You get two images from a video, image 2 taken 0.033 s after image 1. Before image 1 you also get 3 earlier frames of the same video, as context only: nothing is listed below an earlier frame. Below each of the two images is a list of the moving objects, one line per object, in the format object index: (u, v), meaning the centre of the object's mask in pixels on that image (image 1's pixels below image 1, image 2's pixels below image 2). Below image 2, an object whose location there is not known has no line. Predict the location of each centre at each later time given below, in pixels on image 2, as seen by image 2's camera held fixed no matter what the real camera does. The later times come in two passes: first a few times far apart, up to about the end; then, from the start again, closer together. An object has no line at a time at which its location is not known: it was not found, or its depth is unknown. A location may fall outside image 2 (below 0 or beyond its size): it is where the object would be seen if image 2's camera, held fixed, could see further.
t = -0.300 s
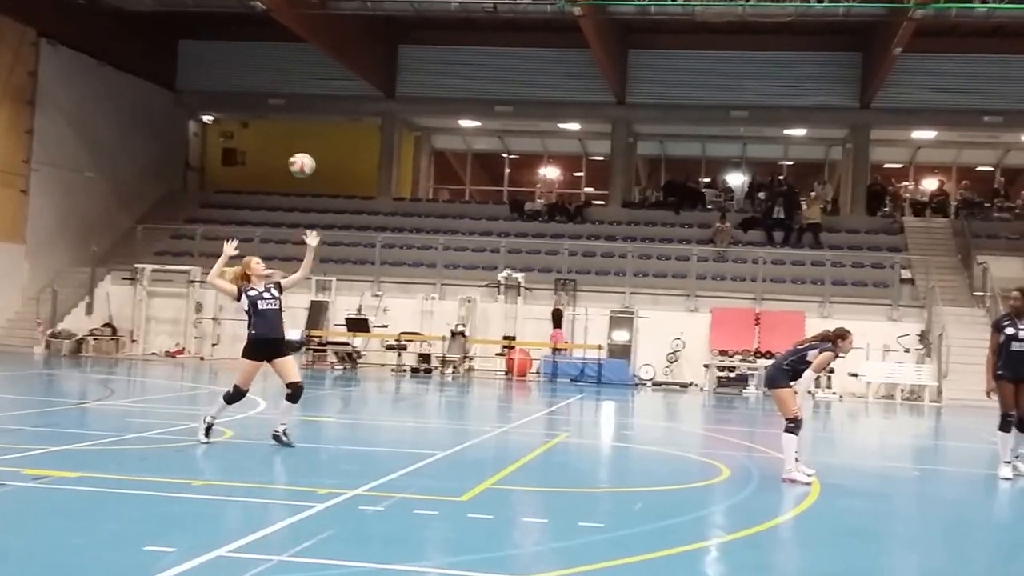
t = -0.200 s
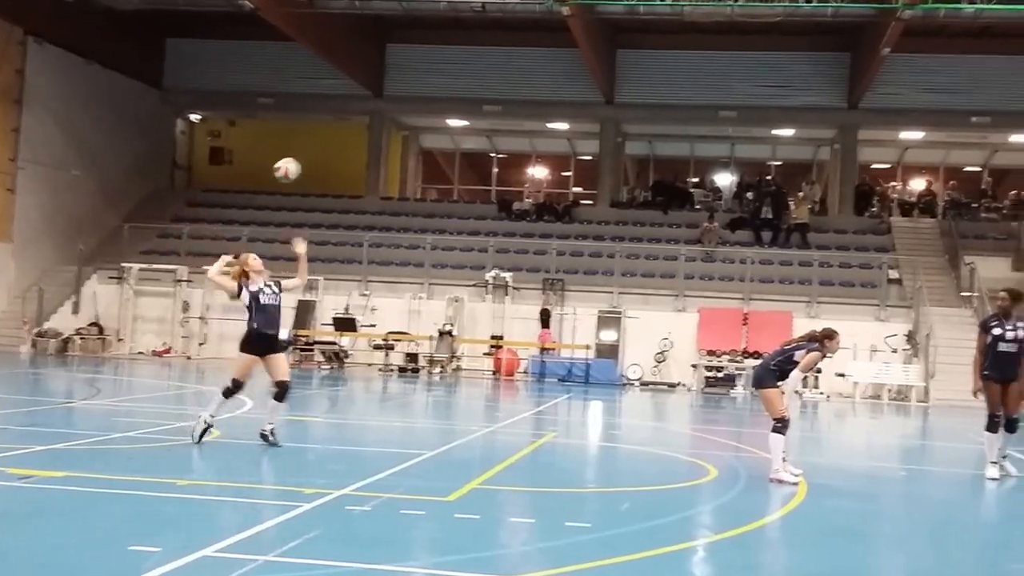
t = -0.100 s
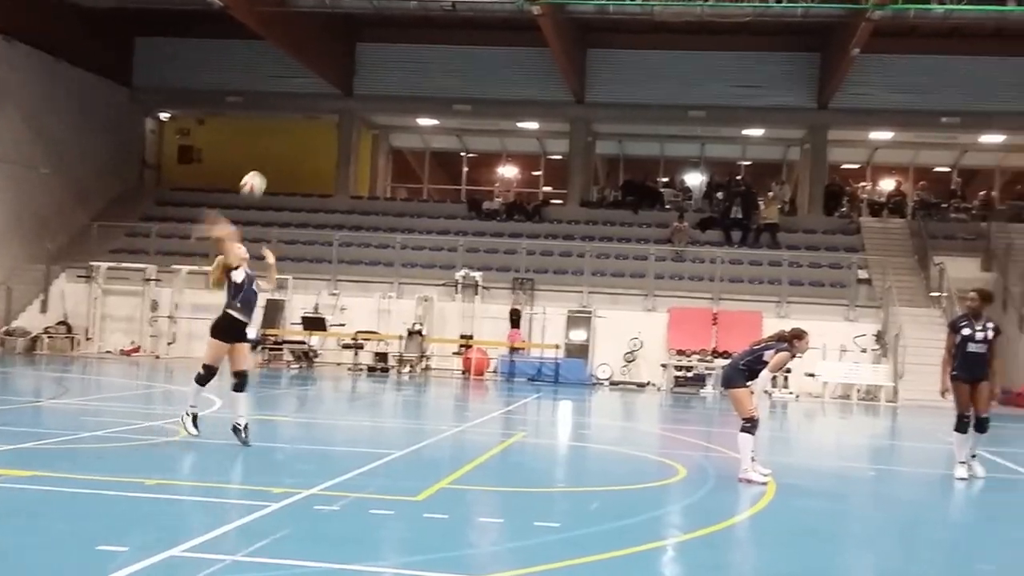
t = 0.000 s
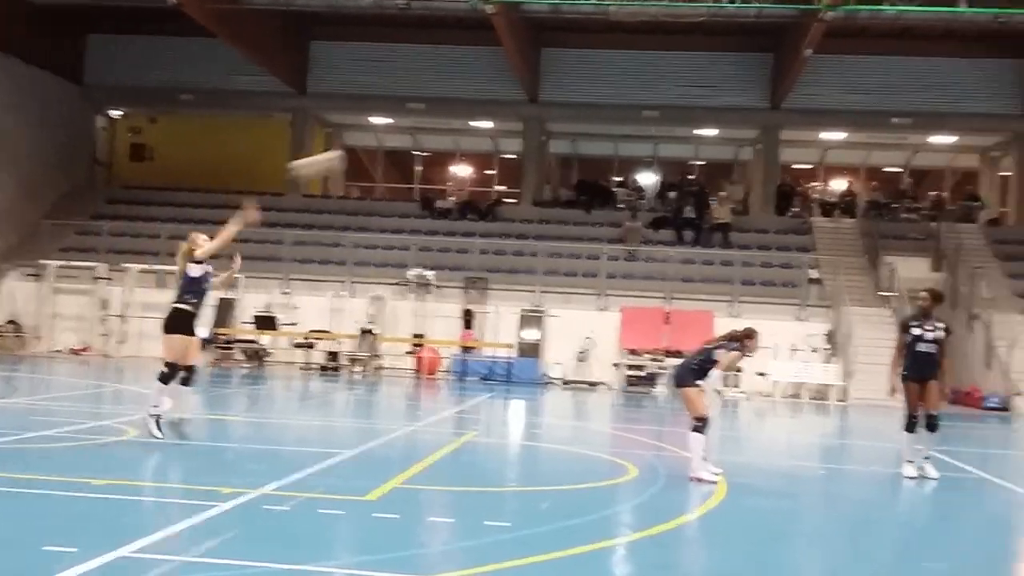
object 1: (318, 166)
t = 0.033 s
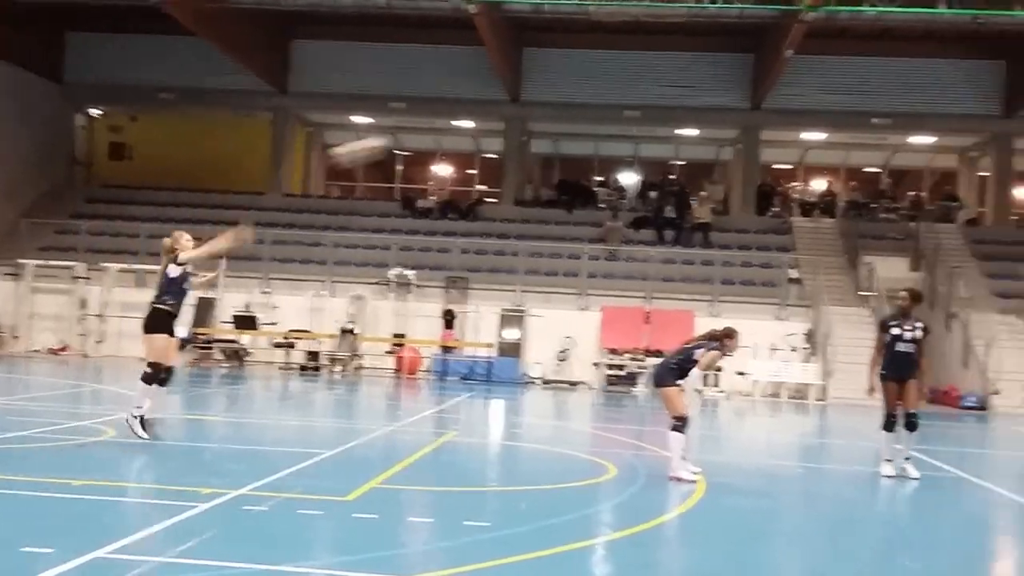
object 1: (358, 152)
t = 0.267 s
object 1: (785, 94)
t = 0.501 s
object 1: (1276, 92)
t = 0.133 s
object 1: (541, 121)
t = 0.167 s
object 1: (601, 112)
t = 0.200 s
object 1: (660, 106)
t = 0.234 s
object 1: (723, 99)
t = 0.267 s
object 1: (785, 94)
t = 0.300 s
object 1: (851, 91)
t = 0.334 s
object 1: (918, 90)
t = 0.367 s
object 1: (986, 88)
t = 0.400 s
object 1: (1056, 87)
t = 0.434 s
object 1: (1127, 83)
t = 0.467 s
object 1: (1202, 86)
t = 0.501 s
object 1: (1276, 92)
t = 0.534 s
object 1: (1352, 95)
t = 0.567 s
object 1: (1431, 100)
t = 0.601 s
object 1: (1512, 107)
